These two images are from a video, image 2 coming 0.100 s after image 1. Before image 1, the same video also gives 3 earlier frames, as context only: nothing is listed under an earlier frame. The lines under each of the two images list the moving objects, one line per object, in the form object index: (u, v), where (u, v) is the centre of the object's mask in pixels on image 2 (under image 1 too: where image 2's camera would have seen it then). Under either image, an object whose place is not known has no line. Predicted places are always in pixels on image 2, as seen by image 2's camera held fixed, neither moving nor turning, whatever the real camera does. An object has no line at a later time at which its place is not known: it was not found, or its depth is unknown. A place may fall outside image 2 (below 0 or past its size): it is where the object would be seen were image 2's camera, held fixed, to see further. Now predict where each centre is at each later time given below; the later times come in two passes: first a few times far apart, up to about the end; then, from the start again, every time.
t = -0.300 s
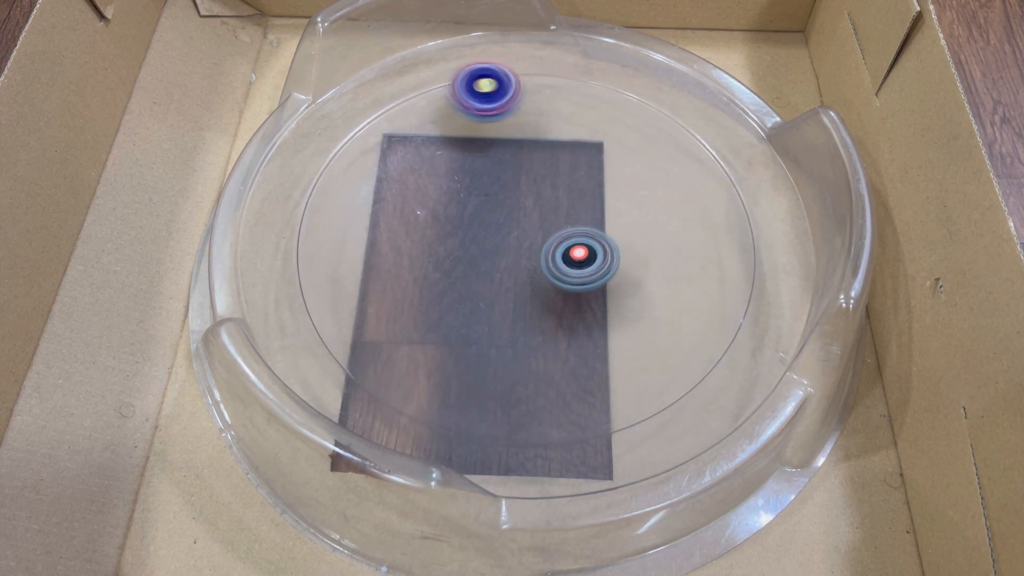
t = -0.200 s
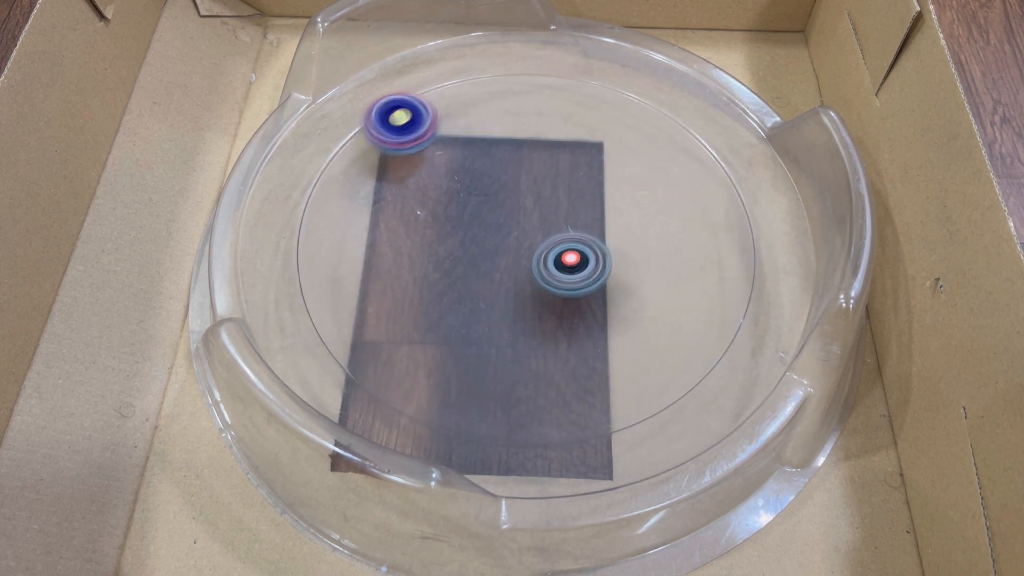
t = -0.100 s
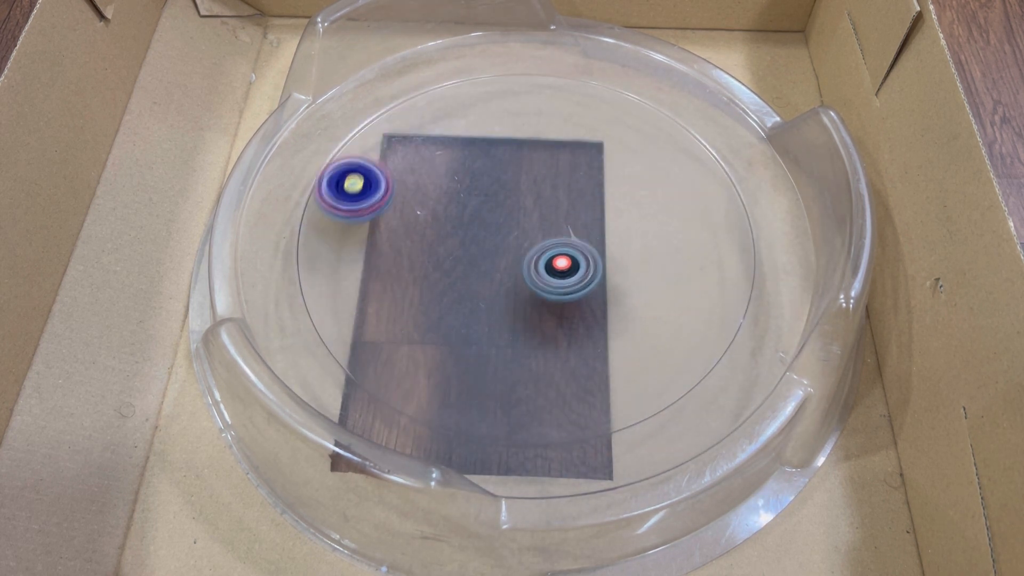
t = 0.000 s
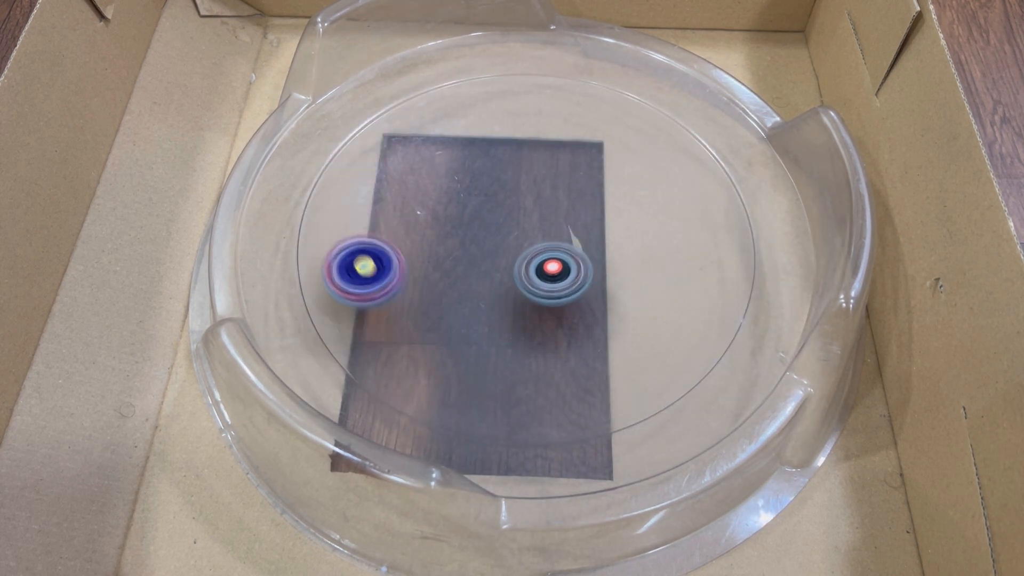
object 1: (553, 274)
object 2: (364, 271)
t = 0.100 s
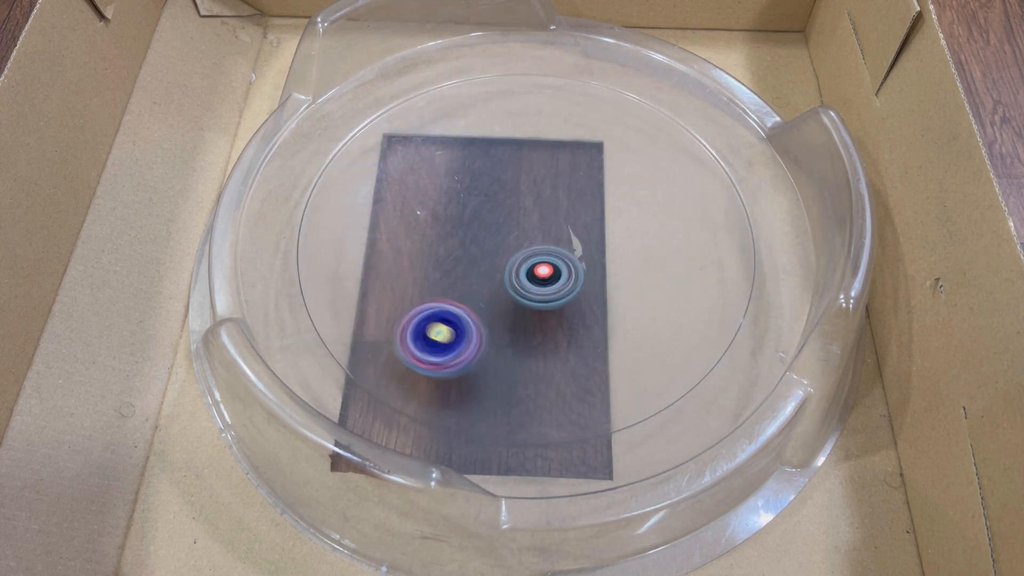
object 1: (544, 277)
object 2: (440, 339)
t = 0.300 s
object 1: (526, 281)
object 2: (649, 307)
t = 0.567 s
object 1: (503, 276)
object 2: (614, 129)
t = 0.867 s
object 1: (480, 259)
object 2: (403, 204)
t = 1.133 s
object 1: (568, 237)
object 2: (348, 347)
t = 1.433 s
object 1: (552, 173)
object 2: (604, 322)
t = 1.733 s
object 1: (392, 105)
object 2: (707, 239)
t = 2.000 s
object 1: (337, 156)
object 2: (712, 144)
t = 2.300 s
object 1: (374, 229)
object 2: (509, 158)
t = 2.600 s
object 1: (427, 308)
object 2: (552, 292)
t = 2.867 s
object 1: (548, 317)
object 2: (662, 245)
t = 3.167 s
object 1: (626, 257)
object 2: (498, 227)
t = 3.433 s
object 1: (618, 200)
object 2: (484, 341)
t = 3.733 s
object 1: (563, 188)
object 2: (591, 259)
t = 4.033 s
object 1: (481, 166)
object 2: (478, 246)
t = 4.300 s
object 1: (454, 198)
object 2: (522, 302)
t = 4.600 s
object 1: (445, 233)
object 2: (543, 187)
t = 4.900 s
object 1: (452, 289)
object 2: (502, 181)
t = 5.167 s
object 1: (495, 382)
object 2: (549, 71)
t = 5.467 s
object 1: (565, 365)
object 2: (554, 100)
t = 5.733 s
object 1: (586, 309)
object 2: (606, 205)
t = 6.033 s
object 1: (573, 234)
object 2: (714, 245)
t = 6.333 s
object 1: (546, 179)
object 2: (645, 256)
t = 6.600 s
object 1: (530, 162)
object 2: (520, 314)
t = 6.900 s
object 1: (528, 173)
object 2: (492, 371)
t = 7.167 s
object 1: (538, 202)
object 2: (481, 278)
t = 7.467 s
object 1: (549, 239)
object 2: (398, 189)
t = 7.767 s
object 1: (550, 268)
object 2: (433, 207)
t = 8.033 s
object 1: (540, 280)
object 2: (543, 170)
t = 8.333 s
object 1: (519, 274)
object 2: (572, 121)
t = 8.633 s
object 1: (500, 251)
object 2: (585, 218)
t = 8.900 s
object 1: (496, 227)
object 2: (653, 279)
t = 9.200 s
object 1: (509, 208)
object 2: (608, 272)
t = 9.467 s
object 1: (530, 202)
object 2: (501, 306)
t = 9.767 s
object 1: (553, 211)
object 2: (474, 329)
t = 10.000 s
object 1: (565, 227)
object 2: (474, 260)
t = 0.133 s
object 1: (541, 278)
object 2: (478, 351)
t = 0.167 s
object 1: (538, 278)
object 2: (519, 356)
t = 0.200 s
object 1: (535, 279)
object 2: (559, 353)
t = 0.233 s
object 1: (532, 280)
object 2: (593, 344)
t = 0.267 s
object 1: (529, 280)
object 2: (624, 328)
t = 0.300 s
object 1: (526, 281)
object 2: (649, 307)
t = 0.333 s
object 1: (523, 281)
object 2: (666, 284)
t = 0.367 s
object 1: (521, 280)
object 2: (677, 258)
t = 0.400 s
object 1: (518, 280)
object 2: (681, 233)
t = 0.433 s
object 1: (514, 280)
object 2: (678, 207)
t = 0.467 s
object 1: (512, 279)
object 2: (669, 183)
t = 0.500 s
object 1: (509, 279)
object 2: (656, 162)
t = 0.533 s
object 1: (506, 278)
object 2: (637, 144)
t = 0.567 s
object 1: (503, 276)
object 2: (614, 129)
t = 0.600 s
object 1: (500, 275)
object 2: (588, 119)
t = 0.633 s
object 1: (497, 273)
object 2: (559, 114)
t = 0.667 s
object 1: (494, 272)
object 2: (530, 113)
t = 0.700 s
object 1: (492, 270)
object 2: (500, 118)
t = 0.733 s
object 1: (489, 268)
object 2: (472, 128)
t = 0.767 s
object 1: (487, 266)
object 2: (448, 142)
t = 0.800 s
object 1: (485, 263)
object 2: (428, 160)
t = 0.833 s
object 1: (482, 261)
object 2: (412, 180)
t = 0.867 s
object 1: (480, 259)
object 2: (403, 204)
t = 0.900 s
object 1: (478, 257)
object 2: (399, 228)
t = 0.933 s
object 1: (496, 261)
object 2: (379, 241)
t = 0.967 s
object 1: (519, 265)
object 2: (352, 251)
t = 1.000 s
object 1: (535, 265)
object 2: (337, 265)
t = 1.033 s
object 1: (547, 261)
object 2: (330, 284)
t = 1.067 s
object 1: (556, 255)
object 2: (329, 306)
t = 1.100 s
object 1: (562, 246)
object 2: (333, 328)
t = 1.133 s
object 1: (568, 237)
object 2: (348, 347)
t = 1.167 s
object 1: (572, 229)
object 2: (377, 365)
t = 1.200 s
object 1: (574, 220)
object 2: (405, 379)
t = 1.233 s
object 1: (575, 211)
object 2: (434, 388)
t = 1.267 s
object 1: (574, 203)
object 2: (466, 392)
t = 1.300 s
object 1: (572, 194)
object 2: (499, 389)
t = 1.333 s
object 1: (568, 188)
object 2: (532, 380)
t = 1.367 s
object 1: (563, 181)
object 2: (563, 365)
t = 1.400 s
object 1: (558, 176)
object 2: (588, 345)
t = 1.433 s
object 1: (552, 173)
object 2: (604, 322)
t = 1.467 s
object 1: (546, 173)
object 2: (613, 298)
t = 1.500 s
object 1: (540, 172)
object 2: (617, 275)
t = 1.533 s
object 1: (536, 173)
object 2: (614, 252)
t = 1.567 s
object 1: (531, 175)
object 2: (608, 230)
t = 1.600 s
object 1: (528, 177)
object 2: (599, 210)
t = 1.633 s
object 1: (491, 155)
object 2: (630, 219)
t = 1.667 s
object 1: (451, 131)
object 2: (663, 228)
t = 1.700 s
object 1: (418, 114)
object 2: (688, 237)
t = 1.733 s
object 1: (392, 105)
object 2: (707, 239)
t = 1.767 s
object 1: (374, 102)
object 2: (717, 237)
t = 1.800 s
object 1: (364, 108)
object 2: (724, 232)
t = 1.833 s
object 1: (358, 119)
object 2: (727, 220)
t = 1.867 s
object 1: (352, 128)
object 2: (729, 207)
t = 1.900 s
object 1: (347, 136)
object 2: (731, 191)
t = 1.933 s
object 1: (343, 142)
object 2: (729, 175)
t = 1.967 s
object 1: (339, 149)
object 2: (724, 159)
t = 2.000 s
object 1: (337, 156)
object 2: (712, 144)
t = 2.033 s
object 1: (337, 163)
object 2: (696, 132)
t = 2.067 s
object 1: (337, 170)
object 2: (677, 122)
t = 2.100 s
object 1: (338, 178)
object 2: (654, 117)
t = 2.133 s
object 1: (341, 186)
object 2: (630, 115)
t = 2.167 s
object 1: (345, 195)
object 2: (603, 117)
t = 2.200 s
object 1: (351, 204)
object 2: (578, 122)
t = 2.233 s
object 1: (358, 212)
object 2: (552, 131)
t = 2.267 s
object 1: (365, 221)
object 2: (529, 144)
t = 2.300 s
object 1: (374, 229)
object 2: (509, 158)
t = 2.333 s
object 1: (384, 236)
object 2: (490, 175)
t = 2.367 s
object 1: (395, 242)
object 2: (477, 194)
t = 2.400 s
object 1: (406, 248)
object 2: (466, 213)
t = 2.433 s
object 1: (397, 260)
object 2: (479, 227)
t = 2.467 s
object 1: (388, 273)
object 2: (496, 237)
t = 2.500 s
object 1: (389, 284)
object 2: (512, 252)
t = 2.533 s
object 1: (399, 292)
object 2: (522, 267)
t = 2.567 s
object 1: (412, 301)
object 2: (537, 281)
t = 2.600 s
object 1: (427, 308)
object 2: (552, 292)
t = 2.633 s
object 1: (442, 314)
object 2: (570, 299)
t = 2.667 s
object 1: (458, 318)
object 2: (590, 304)
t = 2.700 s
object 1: (473, 321)
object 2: (609, 302)
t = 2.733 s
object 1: (489, 323)
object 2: (629, 299)
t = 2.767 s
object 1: (505, 323)
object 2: (645, 289)
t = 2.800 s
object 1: (520, 322)
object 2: (658, 276)
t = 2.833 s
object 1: (534, 320)
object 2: (662, 261)
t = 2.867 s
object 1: (548, 317)
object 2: (662, 245)
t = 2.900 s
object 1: (561, 312)
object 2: (653, 230)
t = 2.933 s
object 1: (573, 307)
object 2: (640, 217)
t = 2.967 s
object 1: (583, 301)
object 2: (620, 208)
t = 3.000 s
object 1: (593, 295)
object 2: (600, 202)
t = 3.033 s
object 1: (602, 288)
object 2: (577, 202)
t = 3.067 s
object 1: (610, 280)
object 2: (555, 204)
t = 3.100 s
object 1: (617, 273)
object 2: (535, 209)
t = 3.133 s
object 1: (622, 265)
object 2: (513, 217)
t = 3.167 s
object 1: (626, 257)
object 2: (498, 227)
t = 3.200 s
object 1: (629, 248)
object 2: (483, 239)
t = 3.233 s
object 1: (632, 240)
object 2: (472, 252)
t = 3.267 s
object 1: (632, 232)
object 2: (463, 268)
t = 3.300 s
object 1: (632, 225)
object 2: (458, 282)
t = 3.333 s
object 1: (630, 218)
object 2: (458, 299)
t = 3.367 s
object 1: (627, 211)
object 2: (461, 314)
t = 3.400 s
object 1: (623, 205)
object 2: (471, 328)
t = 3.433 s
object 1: (618, 200)
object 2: (484, 341)
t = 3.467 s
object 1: (612, 195)
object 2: (502, 348)
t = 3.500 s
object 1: (606, 192)
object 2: (524, 352)
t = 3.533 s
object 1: (600, 189)
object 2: (544, 350)
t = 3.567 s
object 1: (594, 188)
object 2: (565, 342)
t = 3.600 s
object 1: (588, 187)
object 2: (581, 330)
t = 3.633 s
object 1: (581, 187)
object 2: (591, 314)
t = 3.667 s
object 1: (575, 187)
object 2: (598, 296)
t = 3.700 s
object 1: (569, 187)
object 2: (596, 278)
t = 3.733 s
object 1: (563, 188)
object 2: (591, 259)
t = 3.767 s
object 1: (554, 181)
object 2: (585, 250)
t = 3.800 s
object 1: (542, 168)
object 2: (580, 249)
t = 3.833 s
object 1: (530, 161)
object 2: (571, 244)
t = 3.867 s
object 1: (520, 159)
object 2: (557, 238)
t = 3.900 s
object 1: (510, 159)
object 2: (540, 233)
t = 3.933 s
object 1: (502, 161)
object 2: (524, 232)
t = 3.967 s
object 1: (494, 162)
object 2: (507, 234)
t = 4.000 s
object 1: (487, 164)
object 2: (490, 238)
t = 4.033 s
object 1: (481, 166)
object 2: (478, 246)
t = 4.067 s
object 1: (475, 169)
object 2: (467, 257)
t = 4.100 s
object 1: (470, 172)
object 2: (461, 267)
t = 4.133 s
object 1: (465, 176)
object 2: (461, 280)
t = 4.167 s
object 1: (461, 180)
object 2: (465, 292)
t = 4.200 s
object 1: (458, 184)
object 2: (475, 300)
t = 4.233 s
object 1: (456, 189)
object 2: (491, 305)
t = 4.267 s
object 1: (454, 194)
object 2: (506, 306)
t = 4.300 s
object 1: (454, 198)
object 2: (522, 302)
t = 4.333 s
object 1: (453, 202)
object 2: (537, 292)
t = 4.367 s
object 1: (454, 206)
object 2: (545, 281)
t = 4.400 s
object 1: (454, 210)
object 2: (549, 266)
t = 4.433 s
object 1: (456, 215)
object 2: (549, 250)
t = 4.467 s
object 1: (458, 218)
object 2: (544, 237)
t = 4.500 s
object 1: (459, 223)
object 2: (537, 223)
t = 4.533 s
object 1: (448, 225)
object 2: (544, 212)
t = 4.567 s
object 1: (445, 228)
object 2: (545, 200)
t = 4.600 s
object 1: (445, 233)
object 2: (543, 187)
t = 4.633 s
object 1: (445, 237)
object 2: (538, 176)
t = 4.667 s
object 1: (446, 241)
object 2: (528, 169)
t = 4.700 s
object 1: (448, 245)
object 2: (517, 164)
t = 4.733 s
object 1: (450, 248)
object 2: (505, 163)
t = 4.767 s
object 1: (453, 251)
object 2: (493, 168)
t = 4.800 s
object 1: (456, 254)
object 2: (484, 176)
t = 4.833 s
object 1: (460, 257)
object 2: (479, 188)
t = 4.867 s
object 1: (463, 259)
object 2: (480, 199)
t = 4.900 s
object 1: (452, 289)
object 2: (502, 181)
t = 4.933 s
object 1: (443, 316)
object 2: (523, 161)
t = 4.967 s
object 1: (441, 337)
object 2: (536, 146)
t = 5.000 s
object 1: (445, 352)
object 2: (542, 132)
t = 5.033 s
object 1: (453, 360)
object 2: (545, 119)
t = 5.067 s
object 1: (464, 368)
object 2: (547, 105)
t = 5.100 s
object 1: (475, 373)
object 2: (548, 93)
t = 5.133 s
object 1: (486, 379)
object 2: (549, 82)
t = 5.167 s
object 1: (495, 382)
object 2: (549, 71)
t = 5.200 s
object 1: (505, 384)
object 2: (551, 64)
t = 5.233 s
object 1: (514, 385)
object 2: (550, 70)
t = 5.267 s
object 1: (523, 385)
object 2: (549, 73)
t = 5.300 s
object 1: (531, 383)
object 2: (549, 75)
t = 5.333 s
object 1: (538, 382)
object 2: (550, 76)
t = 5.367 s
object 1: (546, 379)
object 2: (551, 79)
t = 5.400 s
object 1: (553, 375)
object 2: (552, 84)
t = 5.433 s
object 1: (560, 370)
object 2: (554, 91)
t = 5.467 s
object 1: (565, 365)
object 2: (554, 100)
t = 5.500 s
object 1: (570, 359)
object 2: (554, 114)
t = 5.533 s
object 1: (574, 354)
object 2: (556, 129)
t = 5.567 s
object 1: (577, 347)
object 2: (560, 143)
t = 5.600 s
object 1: (580, 340)
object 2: (567, 156)
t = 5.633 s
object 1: (582, 333)
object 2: (575, 170)
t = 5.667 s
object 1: (584, 325)
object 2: (585, 182)
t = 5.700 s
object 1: (585, 317)
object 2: (595, 194)
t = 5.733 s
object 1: (586, 309)
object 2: (606, 205)
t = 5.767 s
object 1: (585, 301)
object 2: (616, 213)
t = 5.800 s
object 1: (585, 293)
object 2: (629, 222)
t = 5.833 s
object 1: (584, 284)
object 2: (643, 229)
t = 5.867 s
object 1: (583, 276)
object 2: (656, 235)
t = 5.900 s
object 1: (581, 267)
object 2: (669, 240)
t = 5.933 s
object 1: (580, 259)
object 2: (683, 243)
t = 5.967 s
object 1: (577, 250)
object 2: (695, 245)
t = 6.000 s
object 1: (576, 242)
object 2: (705, 244)
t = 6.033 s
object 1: (573, 234)
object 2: (714, 245)
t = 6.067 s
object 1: (570, 226)
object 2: (720, 247)
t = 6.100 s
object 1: (567, 219)
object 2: (722, 248)
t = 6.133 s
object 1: (564, 211)
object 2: (720, 249)
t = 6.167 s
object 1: (561, 204)
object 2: (715, 249)
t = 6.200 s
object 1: (557, 198)
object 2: (707, 251)
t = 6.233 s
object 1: (555, 193)
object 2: (696, 251)
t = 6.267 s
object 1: (552, 188)
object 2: (680, 251)
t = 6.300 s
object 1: (549, 183)
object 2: (663, 252)
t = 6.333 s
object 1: (546, 179)
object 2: (645, 256)
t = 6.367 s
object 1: (543, 175)
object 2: (626, 261)
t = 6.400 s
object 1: (541, 172)
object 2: (608, 268)
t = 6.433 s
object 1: (538, 169)
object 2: (591, 274)
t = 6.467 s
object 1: (536, 167)
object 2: (574, 282)
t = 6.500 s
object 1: (534, 165)
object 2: (559, 290)
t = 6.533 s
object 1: (532, 163)
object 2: (545, 297)
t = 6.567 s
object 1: (531, 162)
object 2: (532, 306)
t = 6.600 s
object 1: (530, 162)
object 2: (520, 314)
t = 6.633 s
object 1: (529, 162)
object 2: (509, 323)
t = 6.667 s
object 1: (528, 162)
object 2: (498, 333)
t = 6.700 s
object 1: (528, 163)
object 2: (489, 343)
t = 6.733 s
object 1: (528, 164)
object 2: (482, 352)
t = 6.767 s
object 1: (527, 165)
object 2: (478, 361)
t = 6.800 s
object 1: (527, 166)
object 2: (478, 368)
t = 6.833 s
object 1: (527, 168)
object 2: (481, 373)
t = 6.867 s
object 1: (528, 170)
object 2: (485, 374)
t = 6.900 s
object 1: (528, 173)
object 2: (492, 371)
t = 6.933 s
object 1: (529, 176)
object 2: (497, 365)
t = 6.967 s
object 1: (530, 179)
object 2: (501, 356)
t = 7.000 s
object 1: (531, 183)
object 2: (503, 344)
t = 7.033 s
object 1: (532, 186)
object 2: (503, 331)
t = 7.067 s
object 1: (534, 191)
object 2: (500, 317)
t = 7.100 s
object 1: (535, 194)
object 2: (495, 304)
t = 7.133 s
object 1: (537, 198)
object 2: (488, 291)
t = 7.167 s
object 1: (538, 202)
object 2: (481, 278)
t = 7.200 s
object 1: (540, 206)
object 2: (473, 265)
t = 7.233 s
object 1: (541, 211)
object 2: (465, 253)
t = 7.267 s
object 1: (542, 215)
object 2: (456, 242)
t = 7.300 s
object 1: (543, 219)
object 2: (448, 231)
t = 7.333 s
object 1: (545, 223)
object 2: (439, 220)
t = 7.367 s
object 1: (546, 227)
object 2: (430, 211)
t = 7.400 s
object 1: (547, 231)
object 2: (419, 203)
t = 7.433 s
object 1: (548, 235)
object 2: (409, 195)
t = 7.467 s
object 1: (549, 239)
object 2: (398, 189)
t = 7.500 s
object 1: (550, 243)
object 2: (388, 186)
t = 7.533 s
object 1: (550, 246)
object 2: (380, 185)
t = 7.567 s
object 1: (551, 250)
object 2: (376, 187)
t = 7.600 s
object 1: (551, 253)
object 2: (376, 190)
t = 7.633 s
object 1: (551, 256)
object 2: (380, 196)
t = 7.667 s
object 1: (551, 260)
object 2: (389, 200)
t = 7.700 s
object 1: (551, 263)
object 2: (402, 204)
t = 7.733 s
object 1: (551, 265)
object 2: (417, 206)
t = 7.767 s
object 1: (550, 268)
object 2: (433, 207)
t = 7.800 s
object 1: (550, 270)
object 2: (448, 205)
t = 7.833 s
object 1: (549, 272)
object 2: (463, 203)
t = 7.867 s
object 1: (547, 274)
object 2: (479, 199)
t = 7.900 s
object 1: (546, 276)
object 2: (493, 194)
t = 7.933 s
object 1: (545, 277)
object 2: (507, 189)
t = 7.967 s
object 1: (543, 278)
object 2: (520, 183)
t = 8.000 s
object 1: (542, 279)
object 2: (532, 176)
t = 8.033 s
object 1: (540, 280)
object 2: (543, 170)
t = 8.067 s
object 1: (538, 280)
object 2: (554, 162)
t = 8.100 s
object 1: (536, 280)
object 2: (563, 154)
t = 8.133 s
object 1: (534, 280)
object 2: (570, 146)
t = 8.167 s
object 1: (531, 280)
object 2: (576, 137)
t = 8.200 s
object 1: (529, 279)
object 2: (580, 129)
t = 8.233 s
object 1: (526, 278)
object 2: (581, 123)
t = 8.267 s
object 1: (524, 277)
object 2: (580, 119)
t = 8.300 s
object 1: (521, 276)
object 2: (576, 118)
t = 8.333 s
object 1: (519, 274)
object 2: (572, 121)
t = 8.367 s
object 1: (516, 273)
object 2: (568, 127)
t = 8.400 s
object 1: (514, 270)
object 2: (564, 136)
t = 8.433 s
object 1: (511, 268)
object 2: (563, 148)
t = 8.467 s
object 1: (509, 266)
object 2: (564, 160)
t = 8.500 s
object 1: (507, 263)
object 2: (566, 172)
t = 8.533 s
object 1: (505, 260)
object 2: (569, 184)
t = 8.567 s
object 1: (503, 257)
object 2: (574, 195)
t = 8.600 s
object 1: (501, 255)
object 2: (579, 207)
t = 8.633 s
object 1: (500, 251)
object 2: (585, 218)
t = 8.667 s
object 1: (498, 248)
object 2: (592, 229)
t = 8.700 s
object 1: (498, 245)
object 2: (599, 239)
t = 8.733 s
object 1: (497, 242)
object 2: (607, 248)
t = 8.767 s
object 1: (496, 239)
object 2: (616, 256)
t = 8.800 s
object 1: (496, 236)
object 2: (625, 264)
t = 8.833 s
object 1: (496, 233)
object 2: (635, 270)
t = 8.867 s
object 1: (496, 230)
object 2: (644, 276)
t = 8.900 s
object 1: (496, 227)
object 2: (653, 279)
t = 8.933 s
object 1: (497, 225)
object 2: (661, 279)
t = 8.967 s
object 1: (497, 222)
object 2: (666, 279)
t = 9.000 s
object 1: (498, 219)
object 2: (668, 277)
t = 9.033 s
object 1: (500, 217)
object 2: (665, 275)
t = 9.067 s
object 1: (501, 215)
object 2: (659, 272)
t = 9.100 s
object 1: (503, 213)
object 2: (650, 271)
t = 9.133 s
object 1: (505, 211)
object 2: (637, 270)
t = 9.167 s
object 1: (507, 210)
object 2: (623, 271)
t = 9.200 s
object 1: (509, 208)
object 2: (608, 272)
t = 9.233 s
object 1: (511, 207)
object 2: (594, 275)
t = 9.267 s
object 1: (514, 206)
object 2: (580, 278)
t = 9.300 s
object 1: (516, 205)
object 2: (565, 282)
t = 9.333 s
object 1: (519, 204)
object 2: (552, 286)
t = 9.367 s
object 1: (522, 203)
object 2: (538, 291)
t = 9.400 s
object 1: (525, 203)
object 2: (525, 296)
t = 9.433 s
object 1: (527, 203)
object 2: (513, 301)
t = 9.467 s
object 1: (530, 202)
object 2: (501, 306)
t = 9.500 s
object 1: (533, 203)
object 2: (491, 312)
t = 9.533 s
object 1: (536, 203)
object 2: (481, 317)
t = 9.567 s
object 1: (538, 204)
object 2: (473, 323)
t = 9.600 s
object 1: (541, 204)
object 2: (468, 328)
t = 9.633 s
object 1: (543, 205)
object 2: (466, 333)
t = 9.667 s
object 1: (546, 206)
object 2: (466, 336)
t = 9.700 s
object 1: (549, 208)
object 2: (468, 336)
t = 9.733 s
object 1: (551, 209)
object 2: (471, 334)
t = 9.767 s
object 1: (553, 211)
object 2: (474, 329)
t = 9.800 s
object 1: (556, 213)
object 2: (478, 322)
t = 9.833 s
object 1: (558, 215)
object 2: (481, 313)
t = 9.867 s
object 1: (560, 217)
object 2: (482, 304)
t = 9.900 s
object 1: (561, 220)
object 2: (481, 293)
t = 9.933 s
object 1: (563, 222)
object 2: (480, 282)
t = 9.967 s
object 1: (564, 225)
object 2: (478, 271)
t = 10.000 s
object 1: (565, 227)
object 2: (474, 260)
